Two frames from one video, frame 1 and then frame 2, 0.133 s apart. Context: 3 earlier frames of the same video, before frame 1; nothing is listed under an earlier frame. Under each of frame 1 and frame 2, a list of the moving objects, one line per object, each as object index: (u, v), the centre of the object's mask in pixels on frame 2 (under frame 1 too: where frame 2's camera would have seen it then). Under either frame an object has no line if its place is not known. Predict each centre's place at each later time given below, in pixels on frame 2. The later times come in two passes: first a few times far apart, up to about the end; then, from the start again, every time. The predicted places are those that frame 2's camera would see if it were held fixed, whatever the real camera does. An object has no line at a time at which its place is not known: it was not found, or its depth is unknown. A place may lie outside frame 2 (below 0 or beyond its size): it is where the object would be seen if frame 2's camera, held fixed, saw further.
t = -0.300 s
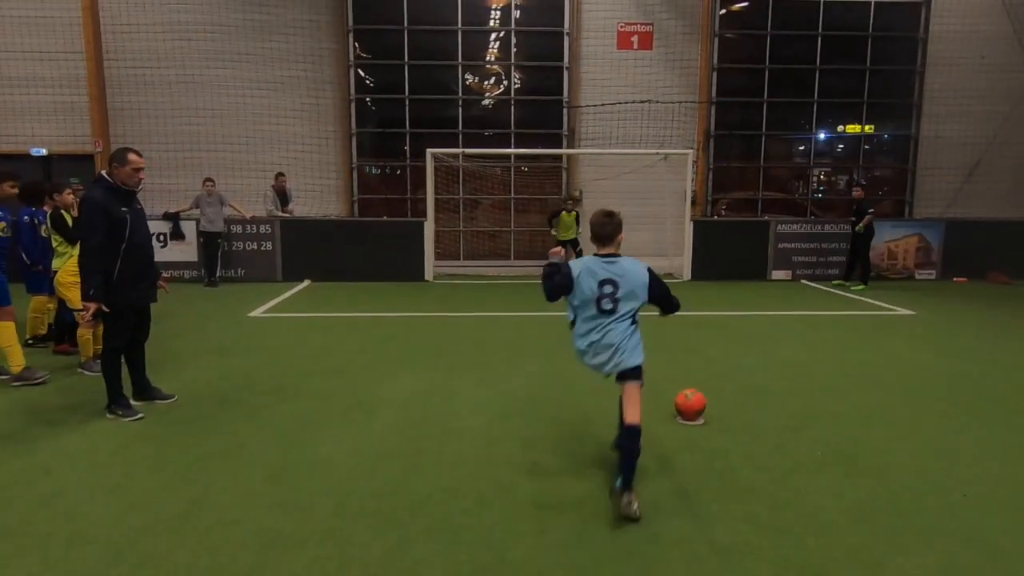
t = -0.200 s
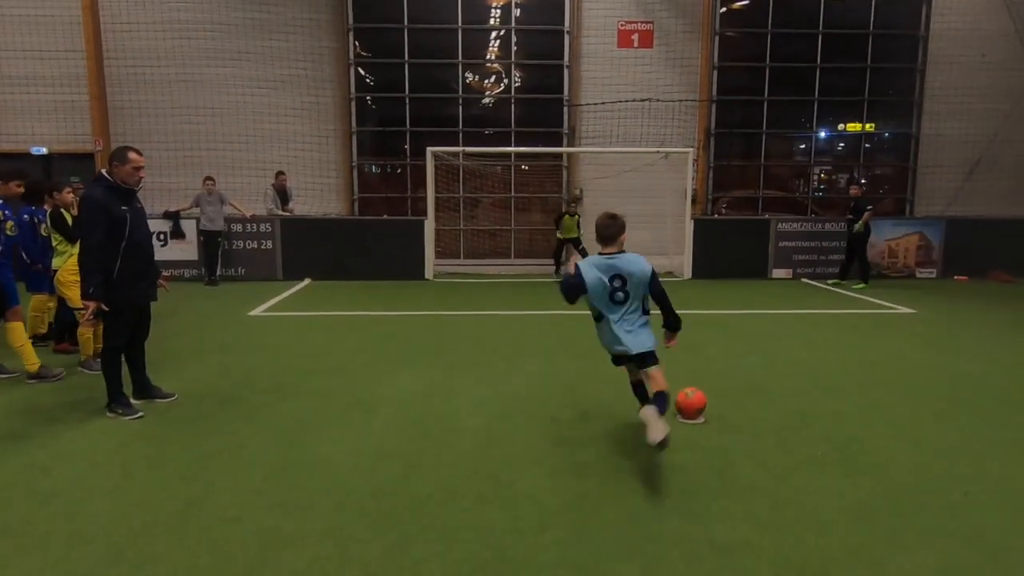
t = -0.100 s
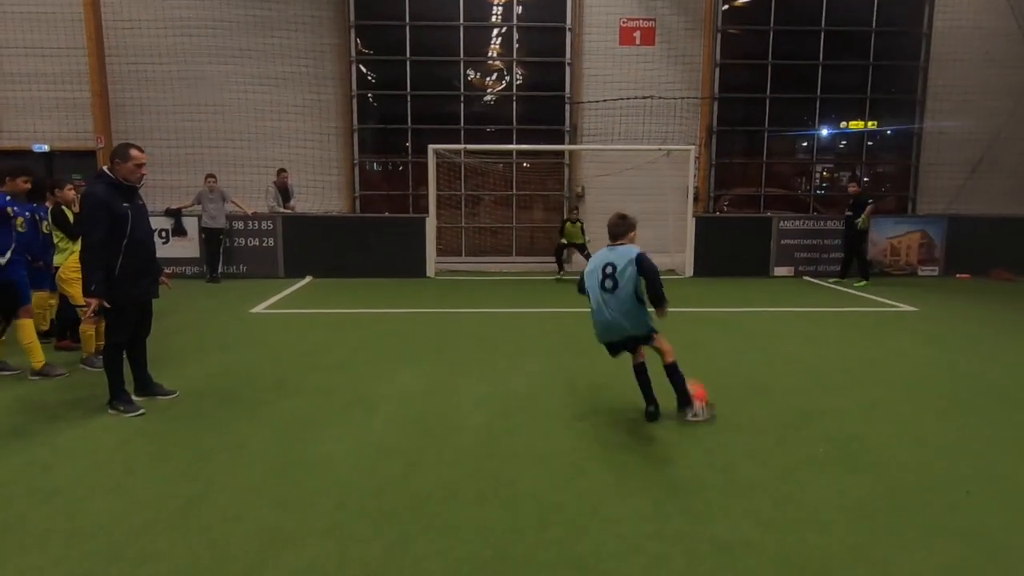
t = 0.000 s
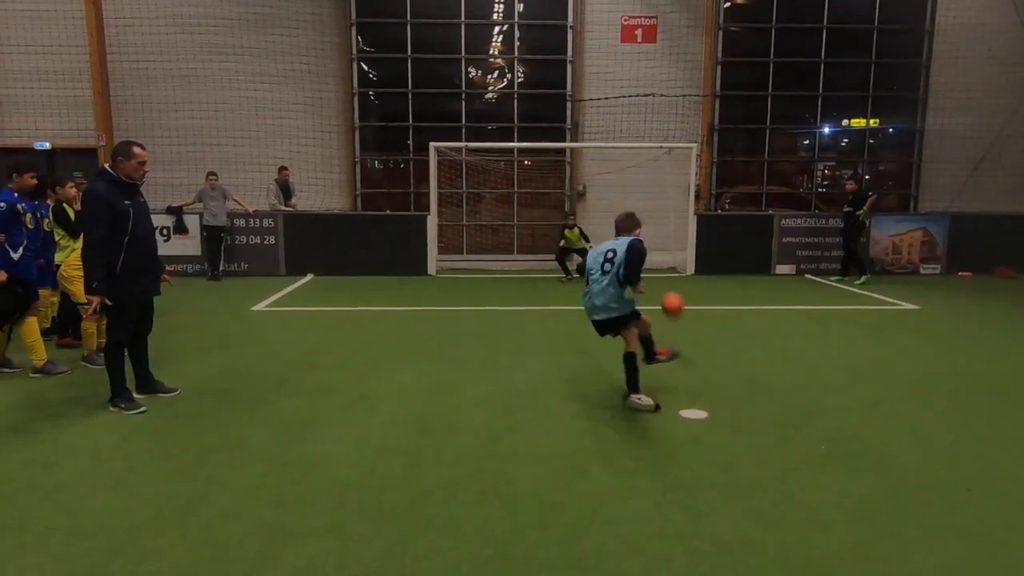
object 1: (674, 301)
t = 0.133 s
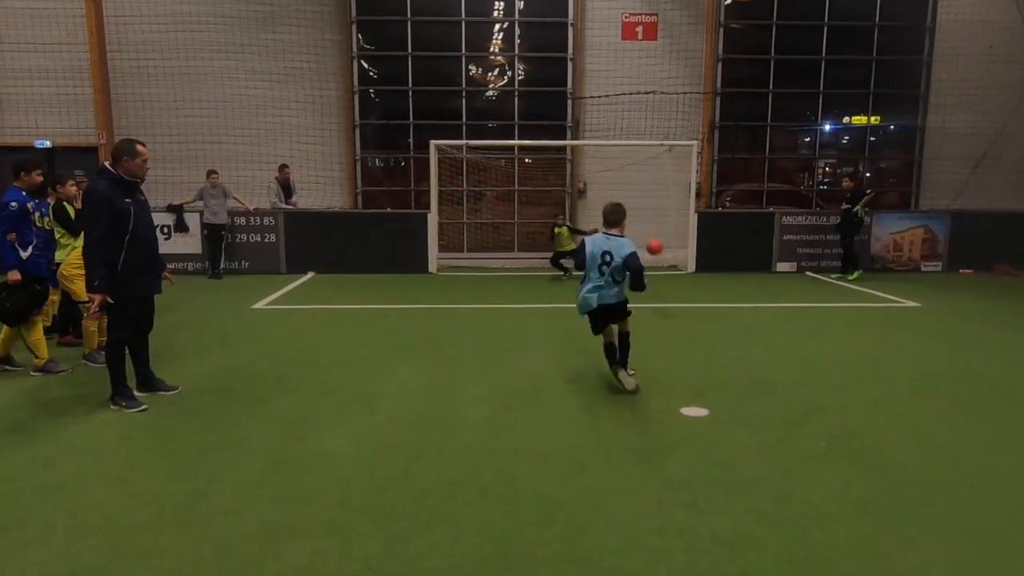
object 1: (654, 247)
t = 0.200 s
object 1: (647, 233)
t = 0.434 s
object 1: (628, 221)
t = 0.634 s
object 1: (636, 228)
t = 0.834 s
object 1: (641, 259)
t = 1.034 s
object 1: (645, 258)
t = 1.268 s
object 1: (648, 272)
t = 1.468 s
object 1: (650, 275)
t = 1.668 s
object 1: (653, 280)
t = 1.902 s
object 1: (657, 285)
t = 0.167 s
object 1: (650, 239)
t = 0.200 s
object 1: (647, 233)
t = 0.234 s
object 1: (644, 229)
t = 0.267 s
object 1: (640, 226)
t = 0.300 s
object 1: (637, 224)
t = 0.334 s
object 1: (634, 223)
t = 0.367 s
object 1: (631, 223)
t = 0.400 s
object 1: (629, 223)
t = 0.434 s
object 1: (628, 221)
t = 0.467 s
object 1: (630, 219)
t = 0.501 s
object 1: (632, 220)
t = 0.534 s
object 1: (633, 222)
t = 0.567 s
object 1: (634, 223)
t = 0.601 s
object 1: (635, 225)
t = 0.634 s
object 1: (636, 228)
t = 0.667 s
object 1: (637, 232)
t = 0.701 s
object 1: (637, 236)
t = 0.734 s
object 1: (638, 240)
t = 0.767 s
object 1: (639, 245)
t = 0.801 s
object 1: (640, 252)
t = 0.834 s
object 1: (641, 259)
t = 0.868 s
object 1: (642, 267)
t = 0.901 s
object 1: (642, 266)
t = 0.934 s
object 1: (643, 263)
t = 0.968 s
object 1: (643, 260)
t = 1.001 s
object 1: (644, 259)
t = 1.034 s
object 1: (645, 258)
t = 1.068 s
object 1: (645, 258)
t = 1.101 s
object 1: (646, 259)
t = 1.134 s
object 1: (646, 260)
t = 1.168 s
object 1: (647, 263)
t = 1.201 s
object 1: (647, 265)
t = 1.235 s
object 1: (647, 268)
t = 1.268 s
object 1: (648, 272)
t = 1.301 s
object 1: (648, 273)
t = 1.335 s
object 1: (649, 272)
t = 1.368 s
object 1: (649, 271)
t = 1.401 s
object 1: (649, 272)
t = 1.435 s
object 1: (650, 272)
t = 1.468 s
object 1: (650, 275)
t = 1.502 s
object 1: (651, 277)
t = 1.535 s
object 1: (651, 277)
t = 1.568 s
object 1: (651, 277)
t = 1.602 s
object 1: (652, 278)
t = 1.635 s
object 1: (653, 279)
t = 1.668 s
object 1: (653, 280)
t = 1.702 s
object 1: (654, 280)
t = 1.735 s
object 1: (654, 281)
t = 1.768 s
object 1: (655, 281)
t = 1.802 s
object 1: (655, 282)
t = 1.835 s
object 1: (656, 283)
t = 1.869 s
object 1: (656, 284)
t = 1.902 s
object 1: (657, 285)
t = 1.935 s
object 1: (658, 285)
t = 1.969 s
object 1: (658, 286)
